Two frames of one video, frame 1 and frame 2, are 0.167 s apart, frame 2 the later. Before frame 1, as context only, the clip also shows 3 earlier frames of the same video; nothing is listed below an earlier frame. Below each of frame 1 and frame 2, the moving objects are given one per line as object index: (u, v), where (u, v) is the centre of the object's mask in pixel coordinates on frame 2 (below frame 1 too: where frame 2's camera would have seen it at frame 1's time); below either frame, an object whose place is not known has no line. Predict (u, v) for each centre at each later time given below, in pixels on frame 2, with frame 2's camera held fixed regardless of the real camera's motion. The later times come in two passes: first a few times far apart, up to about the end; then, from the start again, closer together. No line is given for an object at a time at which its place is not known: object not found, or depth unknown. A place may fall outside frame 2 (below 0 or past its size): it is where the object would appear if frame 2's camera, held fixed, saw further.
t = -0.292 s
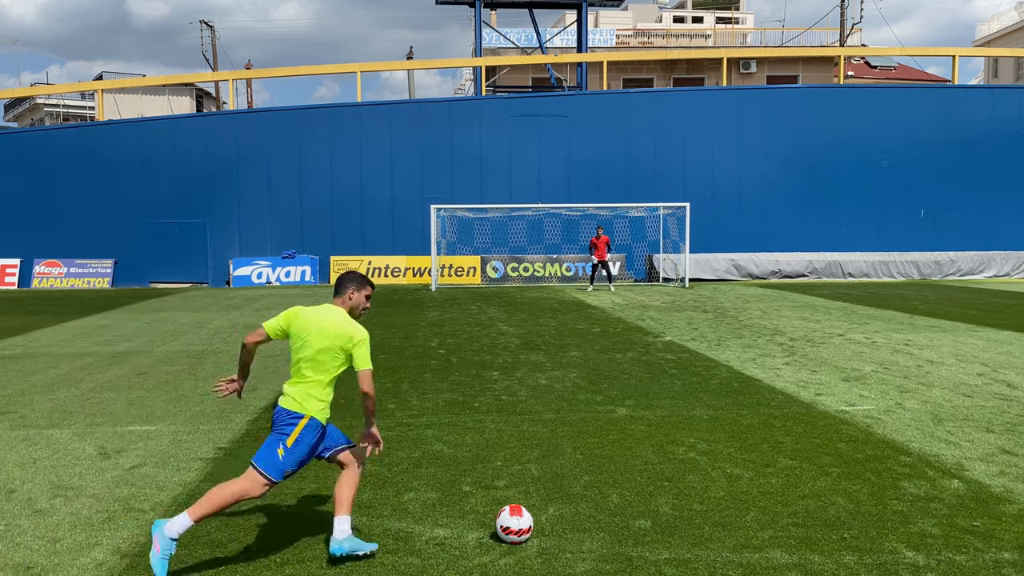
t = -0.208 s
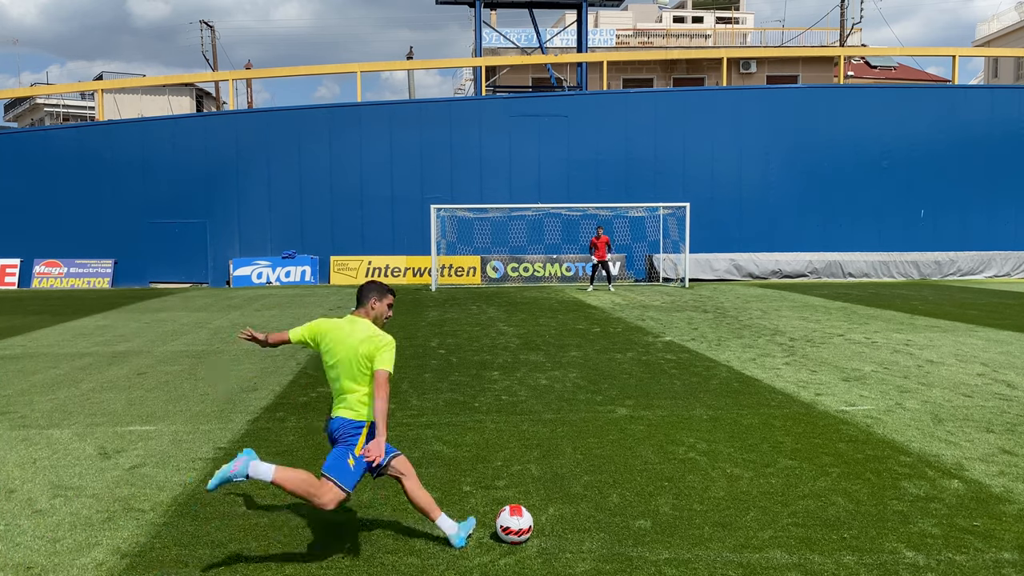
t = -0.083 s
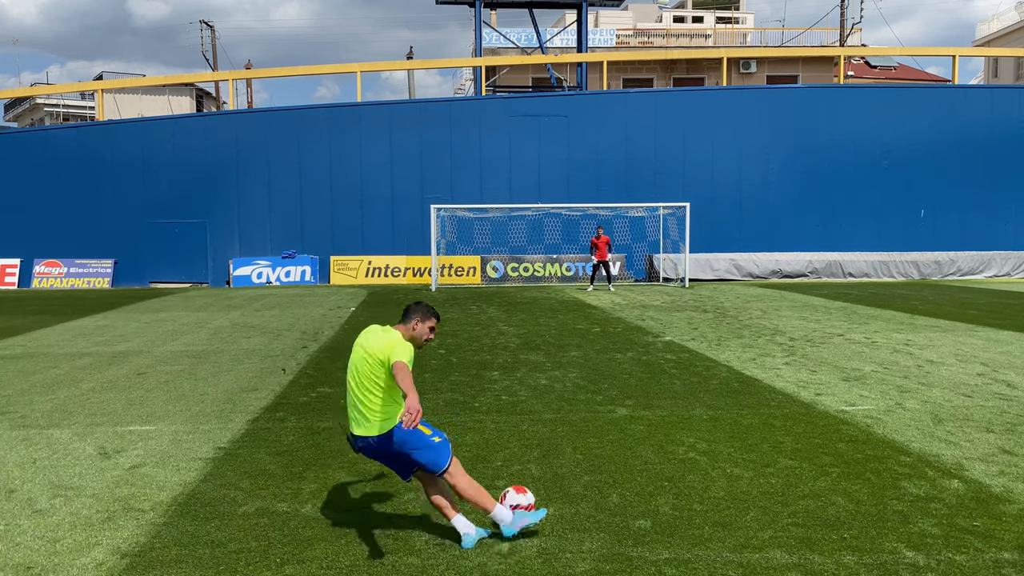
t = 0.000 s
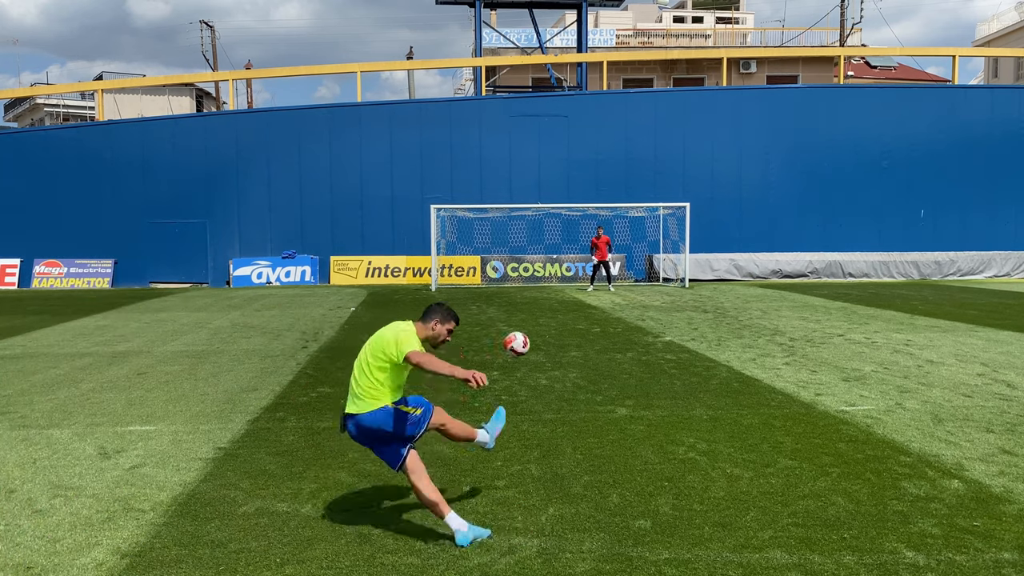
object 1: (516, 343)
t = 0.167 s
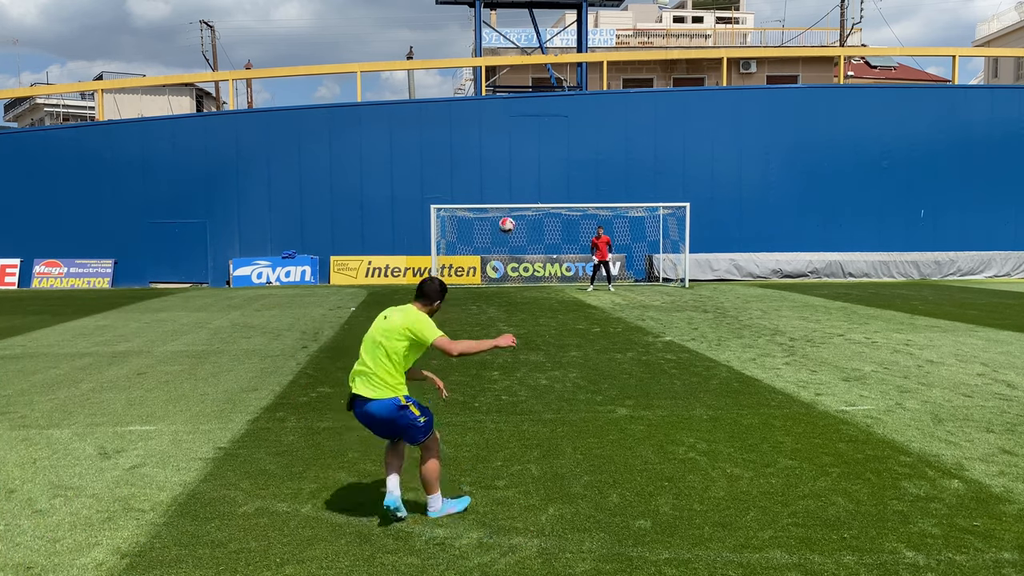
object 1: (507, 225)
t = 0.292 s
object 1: (497, 197)
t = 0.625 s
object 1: (470, 200)
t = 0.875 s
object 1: (451, 229)
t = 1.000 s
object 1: (450, 232)
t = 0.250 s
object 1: (500, 203)
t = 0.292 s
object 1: (497, 197)
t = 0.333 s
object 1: (493, 192)
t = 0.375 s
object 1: (490, 190)
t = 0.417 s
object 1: (487, 189)
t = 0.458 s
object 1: (483, 189)
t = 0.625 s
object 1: (470, 200)
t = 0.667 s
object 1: (467, 204)
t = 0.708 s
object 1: (464, 208)
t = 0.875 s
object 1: (451, 229)
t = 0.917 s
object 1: (449, 233)
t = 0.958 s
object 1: (448, 232)
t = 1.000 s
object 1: (450, 232)
